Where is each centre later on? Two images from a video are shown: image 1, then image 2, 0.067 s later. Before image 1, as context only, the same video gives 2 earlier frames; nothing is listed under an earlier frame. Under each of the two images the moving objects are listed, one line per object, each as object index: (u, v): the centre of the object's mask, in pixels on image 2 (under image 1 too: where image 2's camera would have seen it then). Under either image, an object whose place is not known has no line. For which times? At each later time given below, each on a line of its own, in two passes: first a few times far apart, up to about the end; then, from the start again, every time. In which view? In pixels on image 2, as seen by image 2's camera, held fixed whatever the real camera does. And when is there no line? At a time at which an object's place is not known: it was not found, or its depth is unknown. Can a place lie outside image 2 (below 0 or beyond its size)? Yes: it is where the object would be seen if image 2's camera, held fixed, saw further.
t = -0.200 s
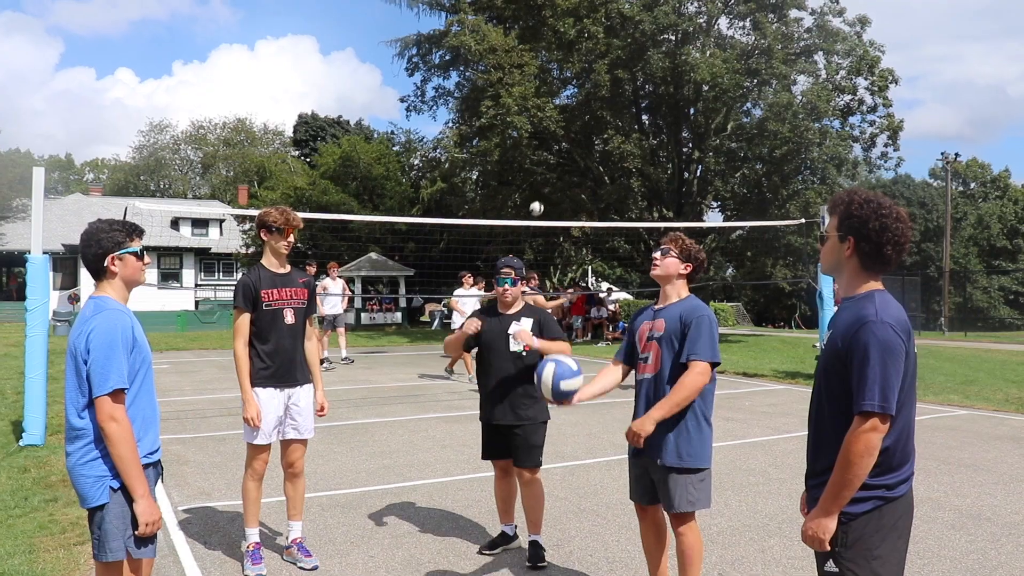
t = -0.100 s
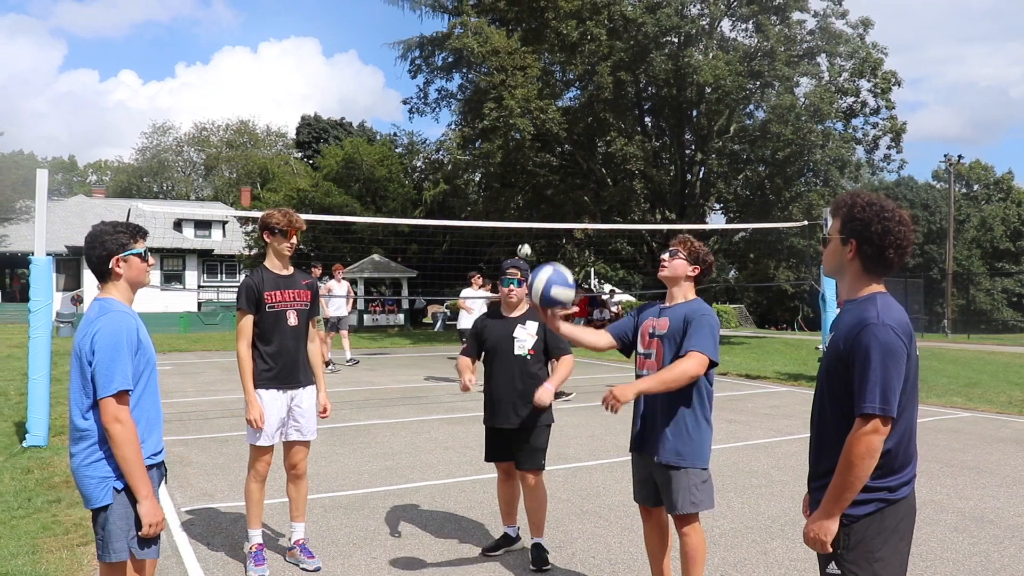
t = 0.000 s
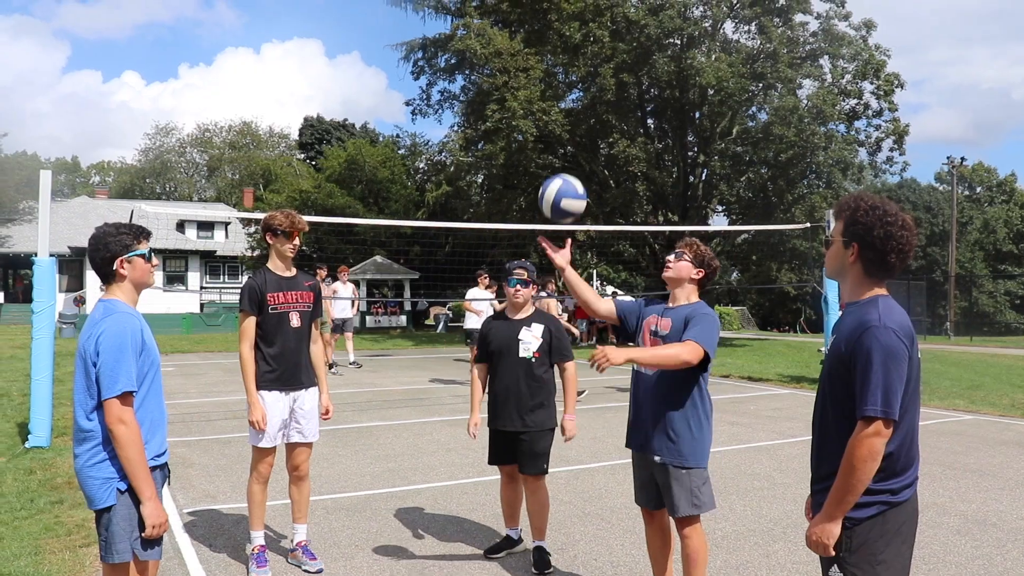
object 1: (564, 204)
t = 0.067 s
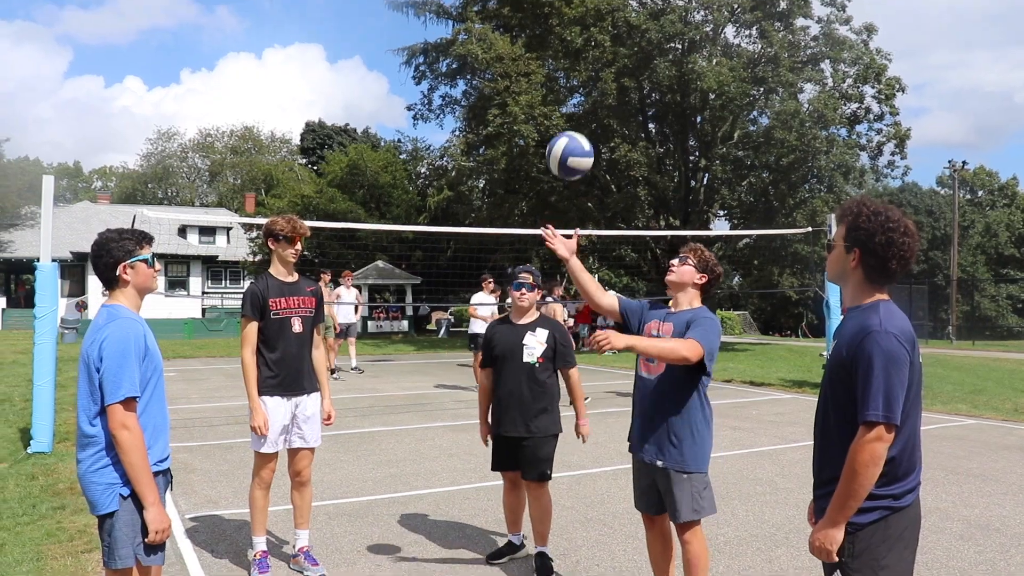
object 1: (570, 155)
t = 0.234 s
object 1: (583, 81)
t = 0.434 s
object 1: (598, 69)
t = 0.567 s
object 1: (609, 108)
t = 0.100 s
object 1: (572, 136)
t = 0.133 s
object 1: (575, 118)
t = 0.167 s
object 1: (578, 103)
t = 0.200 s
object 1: (581, 91)
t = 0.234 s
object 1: (583, 81)
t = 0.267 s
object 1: (586, 73)
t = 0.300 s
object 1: (588, 68)
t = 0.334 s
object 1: (591, 64)
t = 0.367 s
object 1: (593, 64)
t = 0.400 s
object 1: (596, 65)
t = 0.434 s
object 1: (598, 69)
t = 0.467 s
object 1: (601, 75)
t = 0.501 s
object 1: (604, 84)
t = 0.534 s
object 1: (607, 95)
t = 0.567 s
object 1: (609, 108)
